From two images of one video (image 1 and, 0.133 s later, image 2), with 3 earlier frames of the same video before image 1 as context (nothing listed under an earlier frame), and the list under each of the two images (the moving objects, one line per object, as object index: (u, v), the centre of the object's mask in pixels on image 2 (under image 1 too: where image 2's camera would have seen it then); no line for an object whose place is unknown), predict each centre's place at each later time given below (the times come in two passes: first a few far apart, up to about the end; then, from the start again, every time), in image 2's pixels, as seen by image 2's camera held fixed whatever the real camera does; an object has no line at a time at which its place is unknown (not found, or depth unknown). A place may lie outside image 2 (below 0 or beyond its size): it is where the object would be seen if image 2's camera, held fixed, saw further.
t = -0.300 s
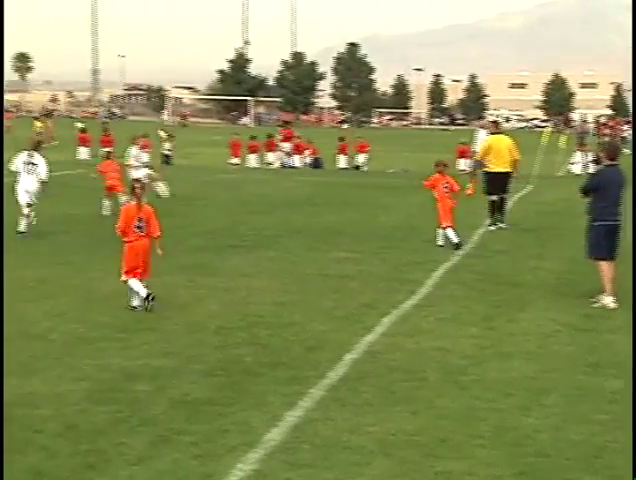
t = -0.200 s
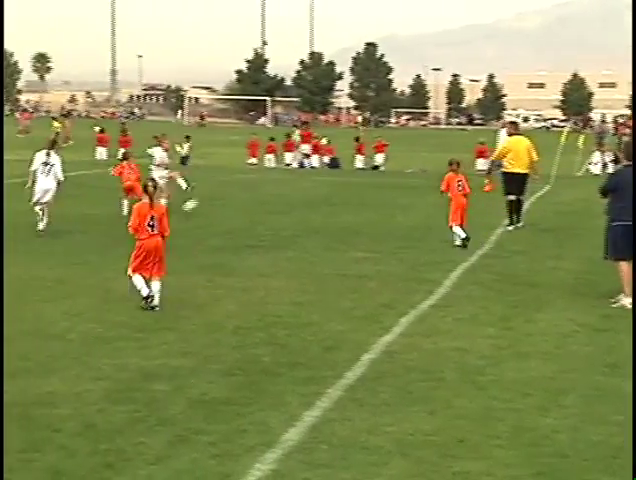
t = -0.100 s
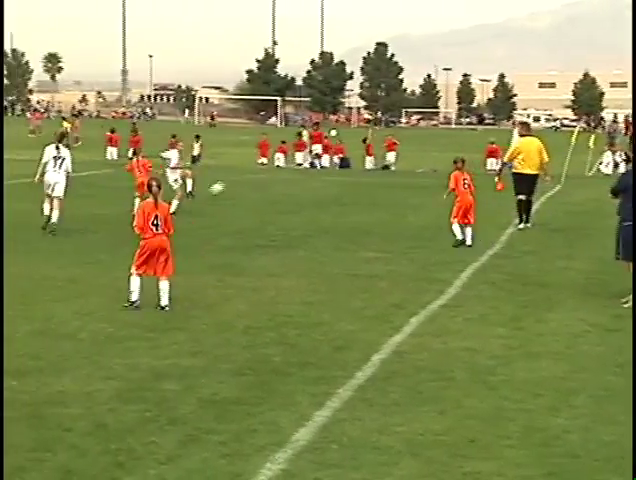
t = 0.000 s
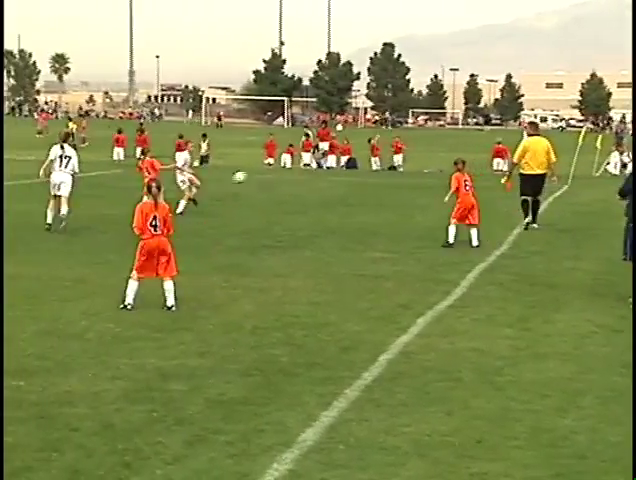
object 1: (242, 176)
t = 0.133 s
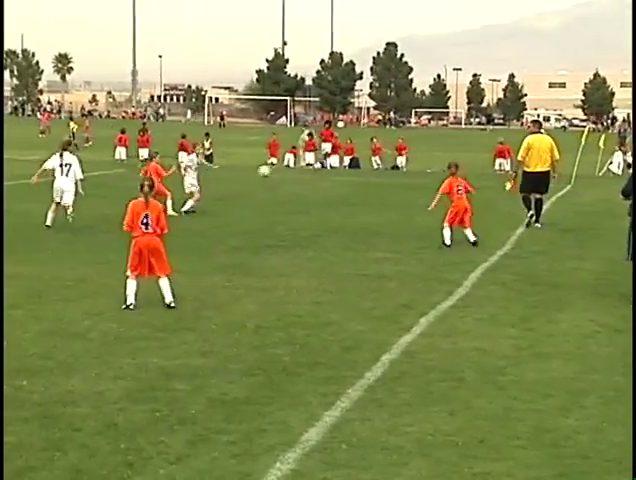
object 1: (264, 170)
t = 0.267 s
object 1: (286, 174)
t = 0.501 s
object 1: (324, 205)
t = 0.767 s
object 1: (366, 211)
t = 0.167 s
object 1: (269, 170)
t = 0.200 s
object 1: (274, 171)
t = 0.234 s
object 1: (280, 172)
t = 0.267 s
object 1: (286, 174)
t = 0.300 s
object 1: (291, 177)
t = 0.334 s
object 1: (296, 180)
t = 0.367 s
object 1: (301, 183)
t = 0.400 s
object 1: (307, 188)
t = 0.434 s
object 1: (313, 193)
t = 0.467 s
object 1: (318, 200)
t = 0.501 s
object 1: (324, 205)
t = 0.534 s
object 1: (328, 212)
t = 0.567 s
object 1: (334, 219)
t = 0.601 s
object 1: (339, 218)
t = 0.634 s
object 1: (345, 215)
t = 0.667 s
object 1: (350, 213)
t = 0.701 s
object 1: (355, 212)
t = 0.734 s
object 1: (360, 211)
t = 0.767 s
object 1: (366, 211)
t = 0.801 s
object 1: (371, 212)
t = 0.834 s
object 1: (376, 214)
